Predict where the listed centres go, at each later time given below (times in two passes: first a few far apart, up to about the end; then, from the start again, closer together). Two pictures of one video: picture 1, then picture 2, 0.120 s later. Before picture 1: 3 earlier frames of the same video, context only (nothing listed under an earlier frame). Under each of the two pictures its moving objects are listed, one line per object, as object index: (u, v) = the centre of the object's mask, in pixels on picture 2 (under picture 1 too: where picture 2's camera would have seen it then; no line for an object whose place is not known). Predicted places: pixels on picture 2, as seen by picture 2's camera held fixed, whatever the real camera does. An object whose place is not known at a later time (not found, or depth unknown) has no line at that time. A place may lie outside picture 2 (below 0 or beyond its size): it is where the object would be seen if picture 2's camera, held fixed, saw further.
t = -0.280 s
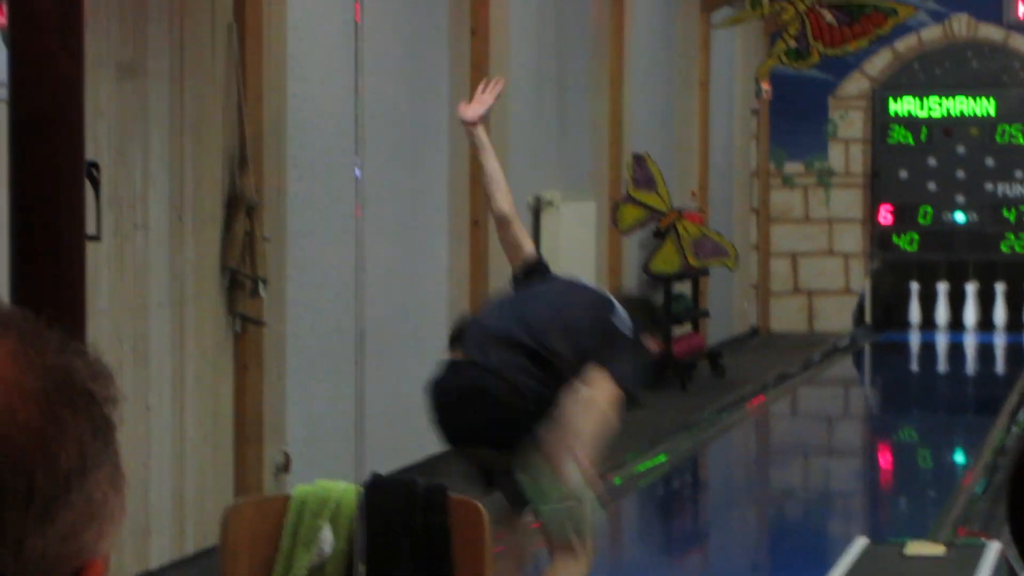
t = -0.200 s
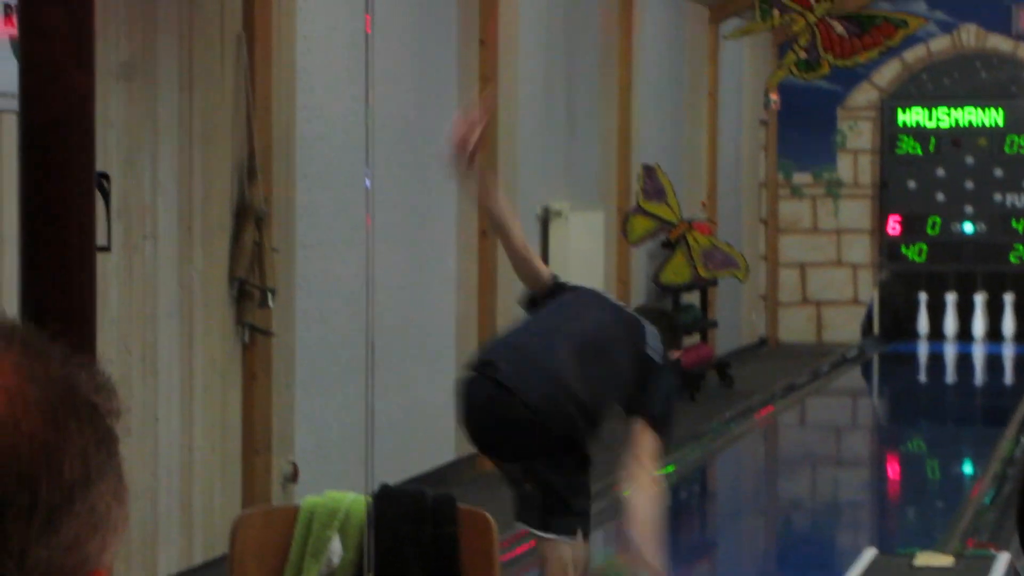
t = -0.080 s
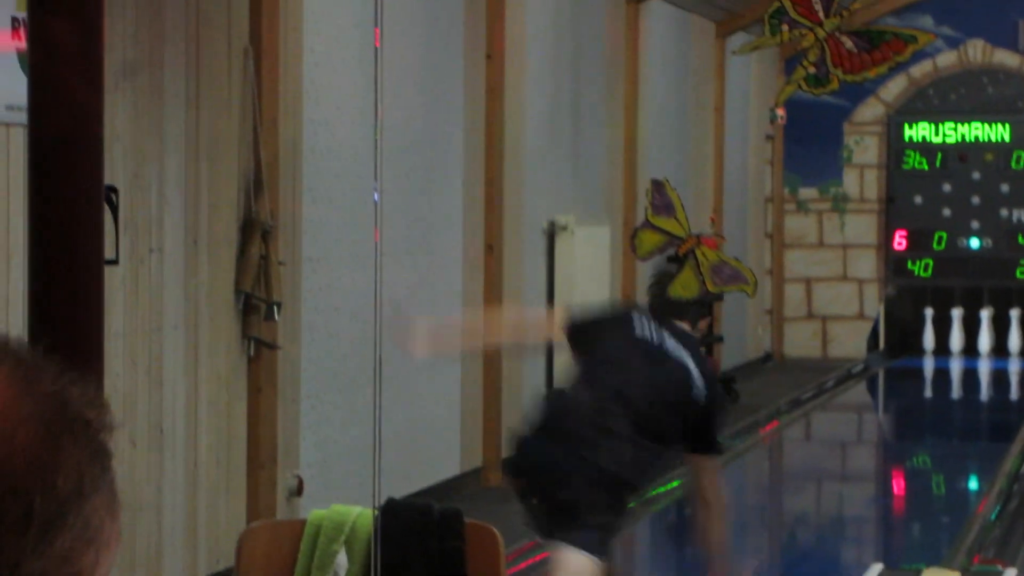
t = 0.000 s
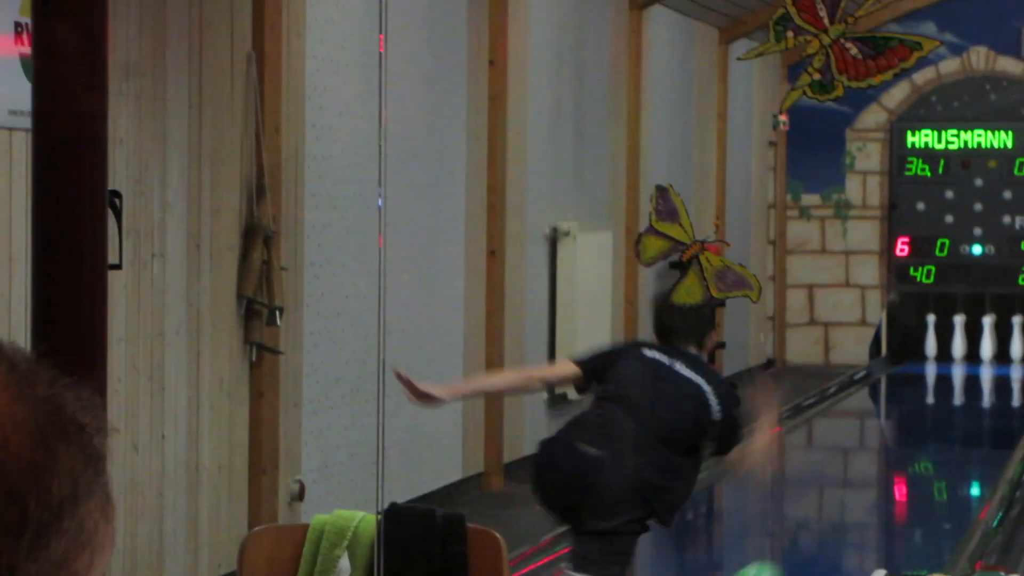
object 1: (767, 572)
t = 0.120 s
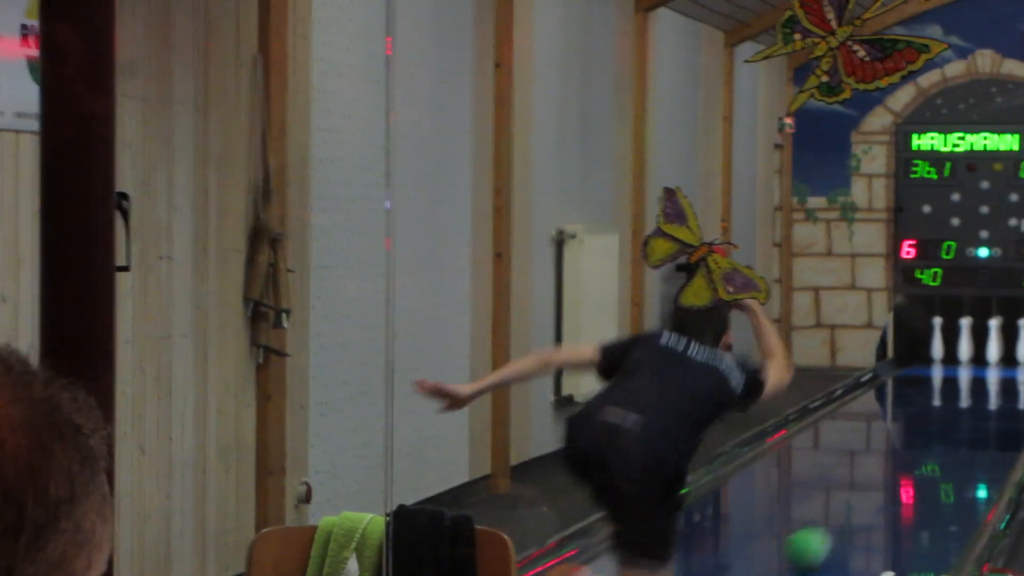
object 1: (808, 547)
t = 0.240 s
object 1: (844, 514)
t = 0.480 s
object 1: (895, 467)
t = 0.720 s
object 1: (930, 430)
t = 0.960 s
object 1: (957, 404)
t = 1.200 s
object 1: (979, 384)
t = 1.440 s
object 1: (994, 369)
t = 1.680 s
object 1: (1006, 354)
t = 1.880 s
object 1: (1017, 350)
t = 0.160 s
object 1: (820, 536)
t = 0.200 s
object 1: (833, 525)
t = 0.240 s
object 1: (844, 514)
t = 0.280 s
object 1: (853, 506)
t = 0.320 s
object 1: (862, 497)
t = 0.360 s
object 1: (871, 489)
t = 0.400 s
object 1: (880, 480)
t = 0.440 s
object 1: (887, 473)
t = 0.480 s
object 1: (895, 467)
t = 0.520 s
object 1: (902, 459)
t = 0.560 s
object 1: (908, 453)
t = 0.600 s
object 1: (914, 447)
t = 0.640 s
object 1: (919, 441)
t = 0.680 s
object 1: (926, 435)
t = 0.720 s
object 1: (930, 430)
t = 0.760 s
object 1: (936, 425)
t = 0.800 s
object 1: (941, 421)
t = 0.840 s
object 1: (946, 416)
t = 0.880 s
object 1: (950, 411)
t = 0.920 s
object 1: (954, 408)
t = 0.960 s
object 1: (957, 404)
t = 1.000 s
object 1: (961, 400)
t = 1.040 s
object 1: (965, 397)
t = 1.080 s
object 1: (969, 393)
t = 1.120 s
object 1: (973, 390)
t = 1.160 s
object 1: (975, 387)
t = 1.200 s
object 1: (979, 384)
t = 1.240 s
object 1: (981, 381)
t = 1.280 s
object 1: (984, 378)
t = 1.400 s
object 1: (992, 370)
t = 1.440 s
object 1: (994, 369)
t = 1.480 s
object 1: (996, 367)
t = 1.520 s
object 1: (998, 364)
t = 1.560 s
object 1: (1001, 360)
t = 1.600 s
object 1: (1003, 358)
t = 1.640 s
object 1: (1004, 356)
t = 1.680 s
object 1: (1006, 354)
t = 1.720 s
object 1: (1011, 352)
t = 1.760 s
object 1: (1017, 352)
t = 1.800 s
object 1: (1019, 351)
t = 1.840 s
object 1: (1019, 350)
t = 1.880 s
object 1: (1017, 350)
